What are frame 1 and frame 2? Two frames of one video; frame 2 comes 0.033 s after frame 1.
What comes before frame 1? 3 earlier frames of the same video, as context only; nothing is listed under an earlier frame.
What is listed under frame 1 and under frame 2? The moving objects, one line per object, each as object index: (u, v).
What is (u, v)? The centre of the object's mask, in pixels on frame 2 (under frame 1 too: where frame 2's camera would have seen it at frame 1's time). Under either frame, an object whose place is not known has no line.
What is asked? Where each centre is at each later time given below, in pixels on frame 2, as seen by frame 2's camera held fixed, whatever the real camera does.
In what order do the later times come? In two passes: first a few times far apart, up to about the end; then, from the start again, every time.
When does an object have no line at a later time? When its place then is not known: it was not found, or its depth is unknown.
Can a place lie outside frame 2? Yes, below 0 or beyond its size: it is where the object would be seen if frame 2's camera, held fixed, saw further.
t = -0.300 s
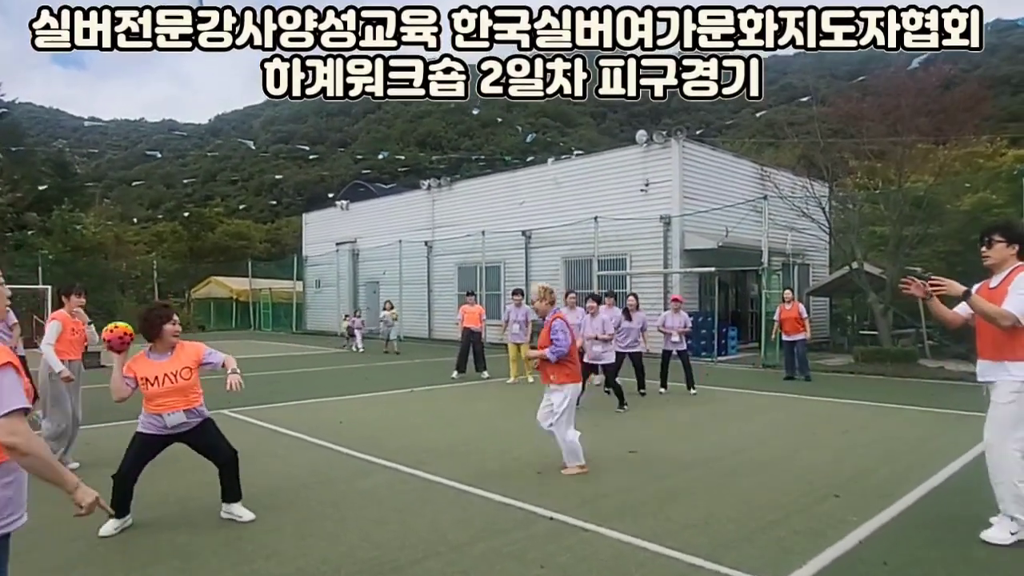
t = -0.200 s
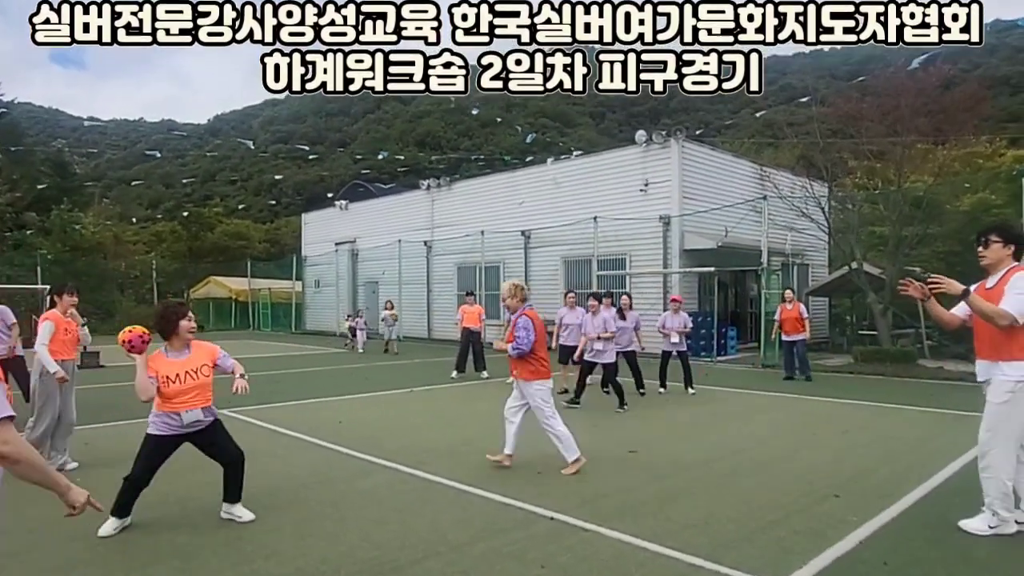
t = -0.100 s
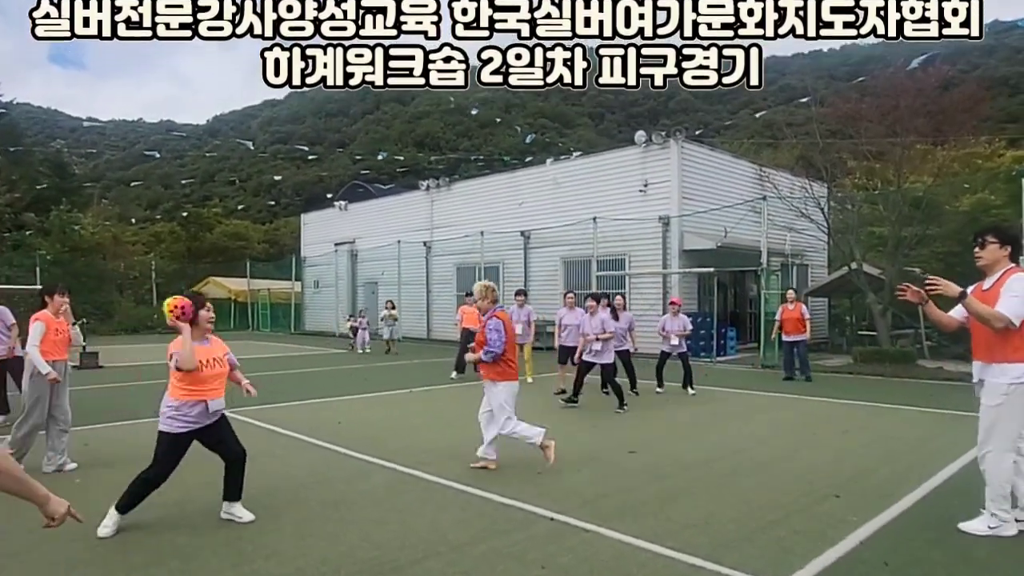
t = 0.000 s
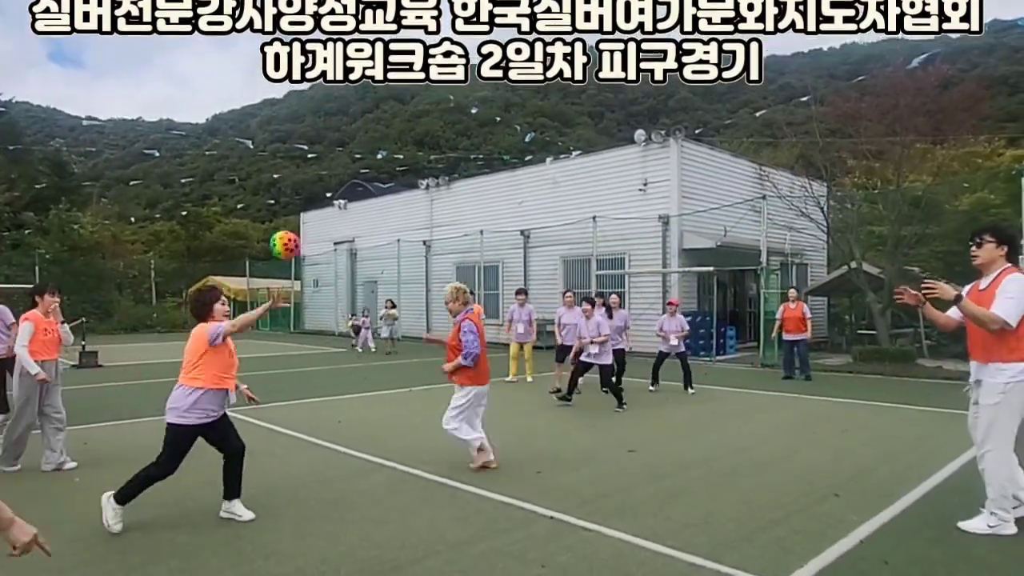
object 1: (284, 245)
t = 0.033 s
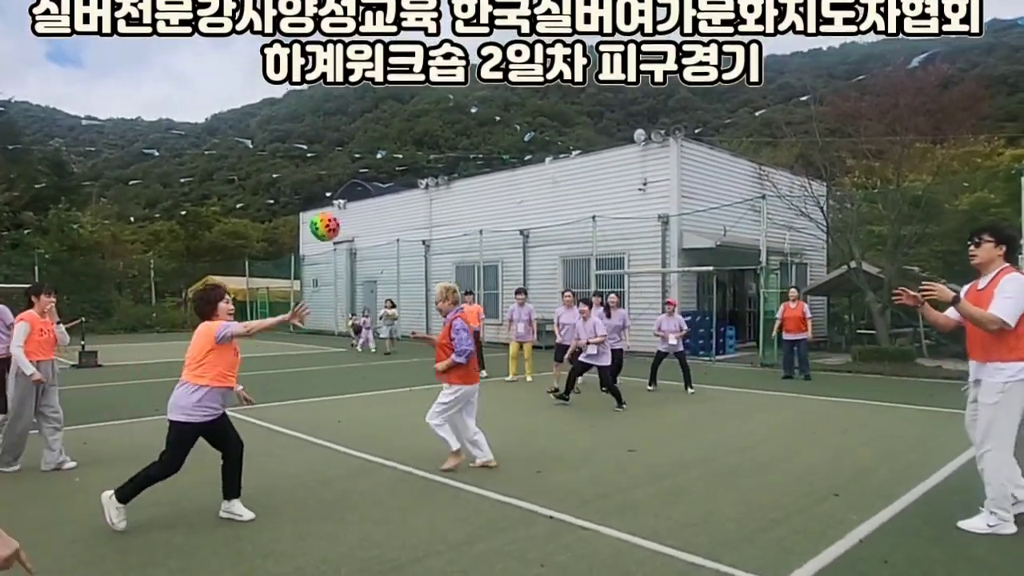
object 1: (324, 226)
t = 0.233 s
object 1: (557, 156)
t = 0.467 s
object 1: (800, 158)
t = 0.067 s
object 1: (364, 210)
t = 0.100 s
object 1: (404, 195)
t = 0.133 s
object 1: (443, 183)
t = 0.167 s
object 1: (482, 172)
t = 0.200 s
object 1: (520, 163)
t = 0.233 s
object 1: (557, 156)
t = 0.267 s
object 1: (594, 151)
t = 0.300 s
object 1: (630, 148)
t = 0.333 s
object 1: (665, 146)
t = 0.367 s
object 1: (700, 146)
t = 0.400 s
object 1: (735, 148)
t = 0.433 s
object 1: (767, 152)
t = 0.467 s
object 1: (800, 158)
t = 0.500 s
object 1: (832, 165)
